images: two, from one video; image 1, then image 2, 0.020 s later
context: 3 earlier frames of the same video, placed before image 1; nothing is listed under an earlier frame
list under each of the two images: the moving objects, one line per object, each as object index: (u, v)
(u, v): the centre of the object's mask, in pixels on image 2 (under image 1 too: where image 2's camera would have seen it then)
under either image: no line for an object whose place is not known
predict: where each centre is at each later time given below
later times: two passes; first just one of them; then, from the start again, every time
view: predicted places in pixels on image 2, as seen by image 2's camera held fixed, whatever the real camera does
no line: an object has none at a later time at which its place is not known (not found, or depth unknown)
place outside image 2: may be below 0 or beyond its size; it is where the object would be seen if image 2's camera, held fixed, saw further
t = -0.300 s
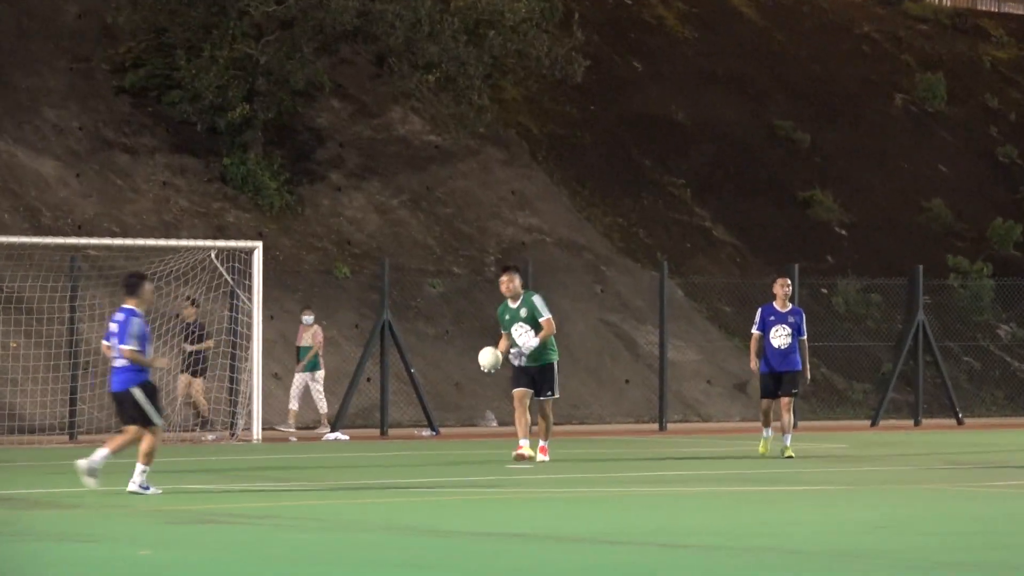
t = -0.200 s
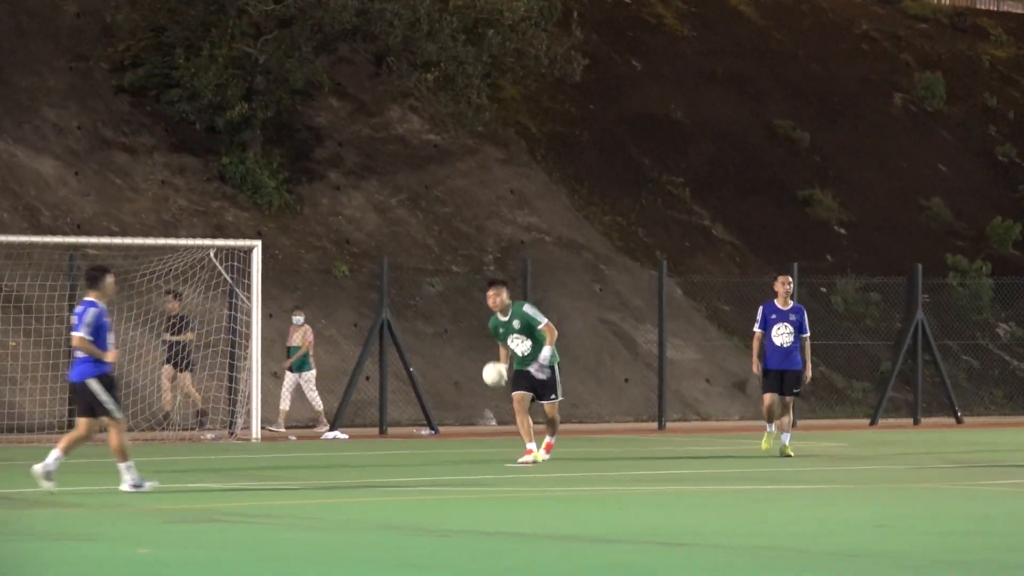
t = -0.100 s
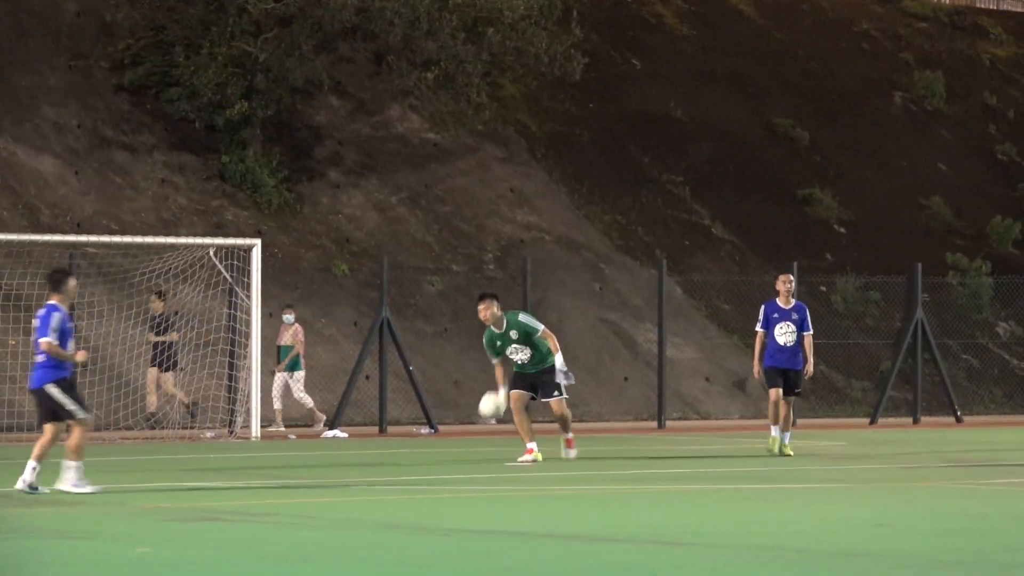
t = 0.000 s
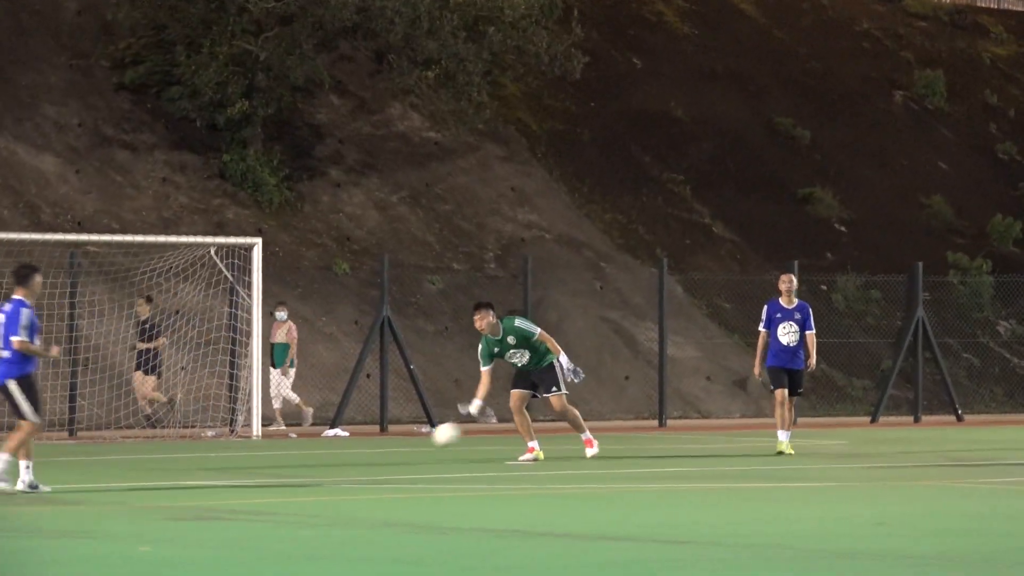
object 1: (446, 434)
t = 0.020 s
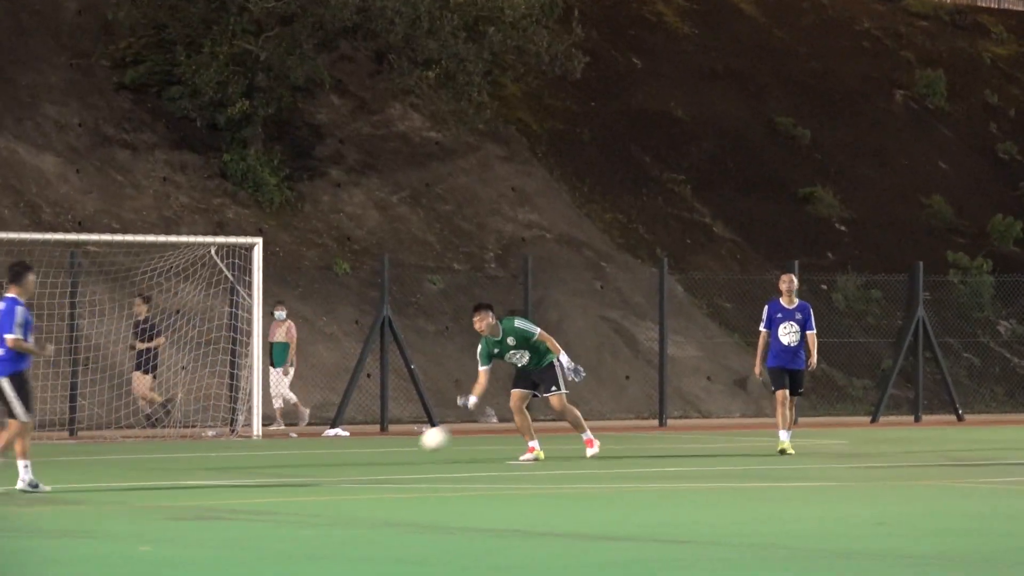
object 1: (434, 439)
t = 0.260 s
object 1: (316, 428)
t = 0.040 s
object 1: (422, 443)
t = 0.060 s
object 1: (410, 449)
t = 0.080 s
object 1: (400, 451)
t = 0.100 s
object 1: (390, 447)
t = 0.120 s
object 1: (382, 443)
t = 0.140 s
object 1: (372, 439)
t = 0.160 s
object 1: (363, 437)
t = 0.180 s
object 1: (355, 434)
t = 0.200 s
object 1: (345, 432)
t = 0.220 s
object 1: (335, 430)
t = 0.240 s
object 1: (326, 429)
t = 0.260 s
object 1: (316, 428)
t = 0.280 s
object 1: (307, 428)
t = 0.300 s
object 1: (298, 428)
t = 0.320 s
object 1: (289, 429)
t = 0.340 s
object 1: (279, 431)
